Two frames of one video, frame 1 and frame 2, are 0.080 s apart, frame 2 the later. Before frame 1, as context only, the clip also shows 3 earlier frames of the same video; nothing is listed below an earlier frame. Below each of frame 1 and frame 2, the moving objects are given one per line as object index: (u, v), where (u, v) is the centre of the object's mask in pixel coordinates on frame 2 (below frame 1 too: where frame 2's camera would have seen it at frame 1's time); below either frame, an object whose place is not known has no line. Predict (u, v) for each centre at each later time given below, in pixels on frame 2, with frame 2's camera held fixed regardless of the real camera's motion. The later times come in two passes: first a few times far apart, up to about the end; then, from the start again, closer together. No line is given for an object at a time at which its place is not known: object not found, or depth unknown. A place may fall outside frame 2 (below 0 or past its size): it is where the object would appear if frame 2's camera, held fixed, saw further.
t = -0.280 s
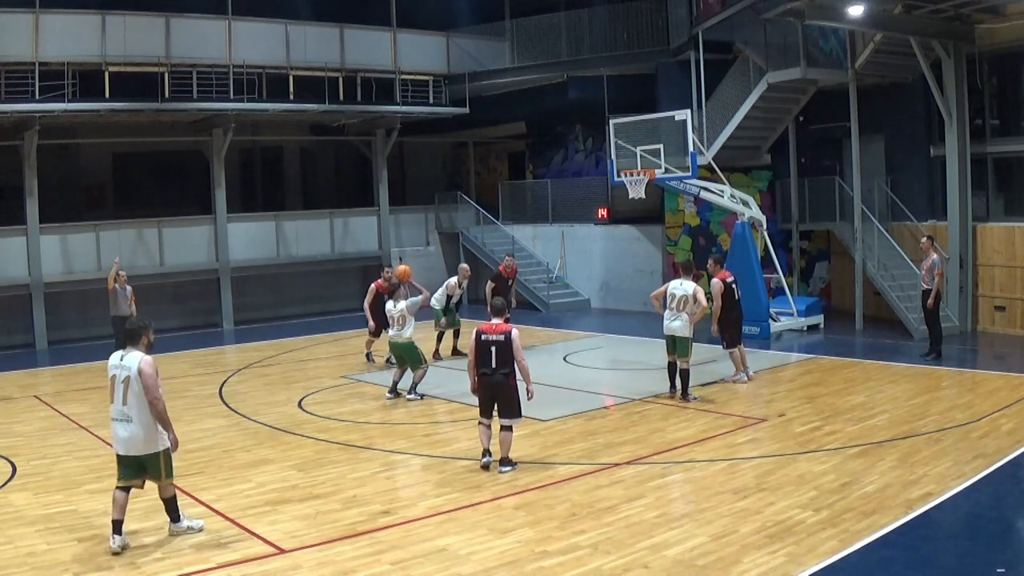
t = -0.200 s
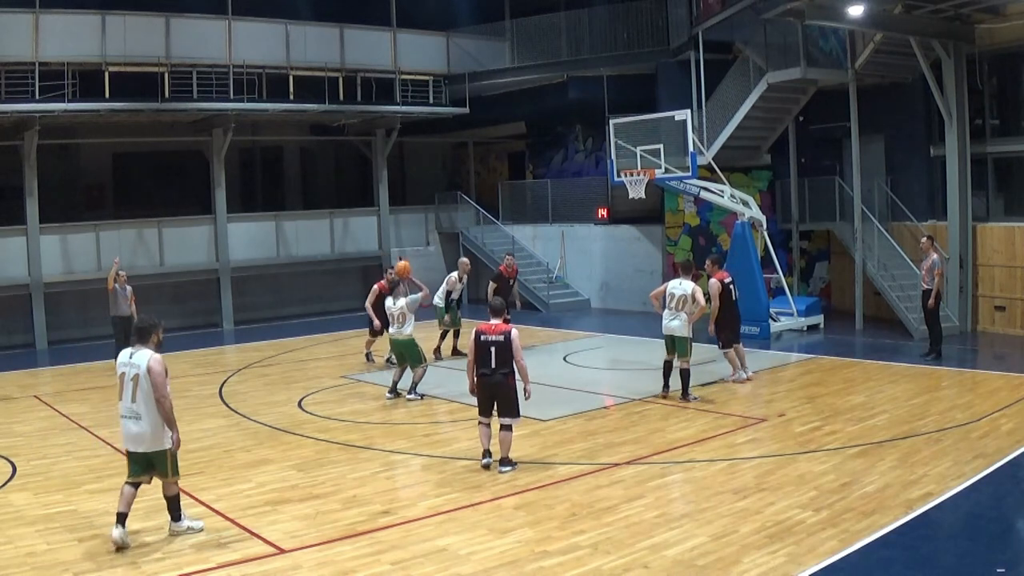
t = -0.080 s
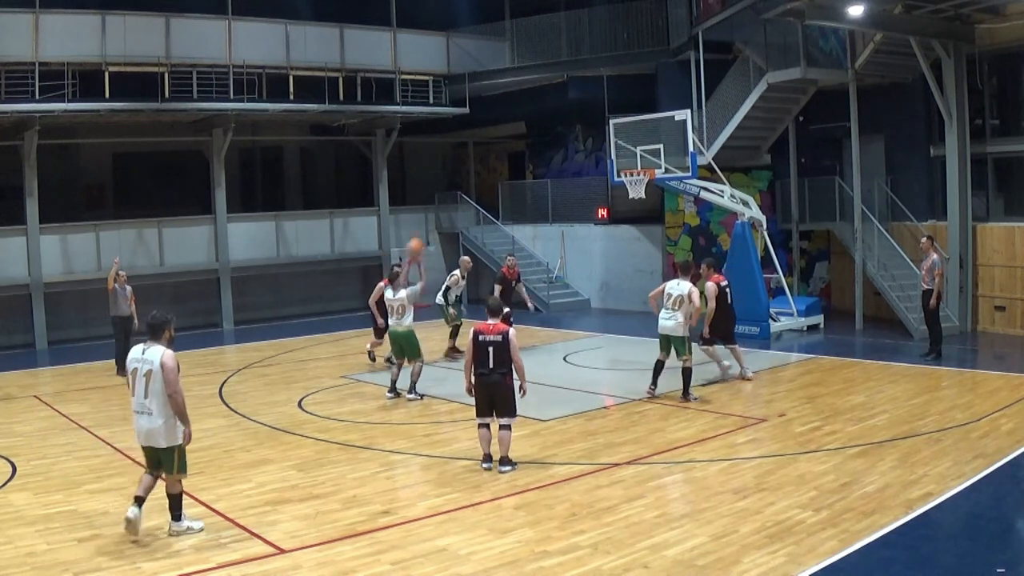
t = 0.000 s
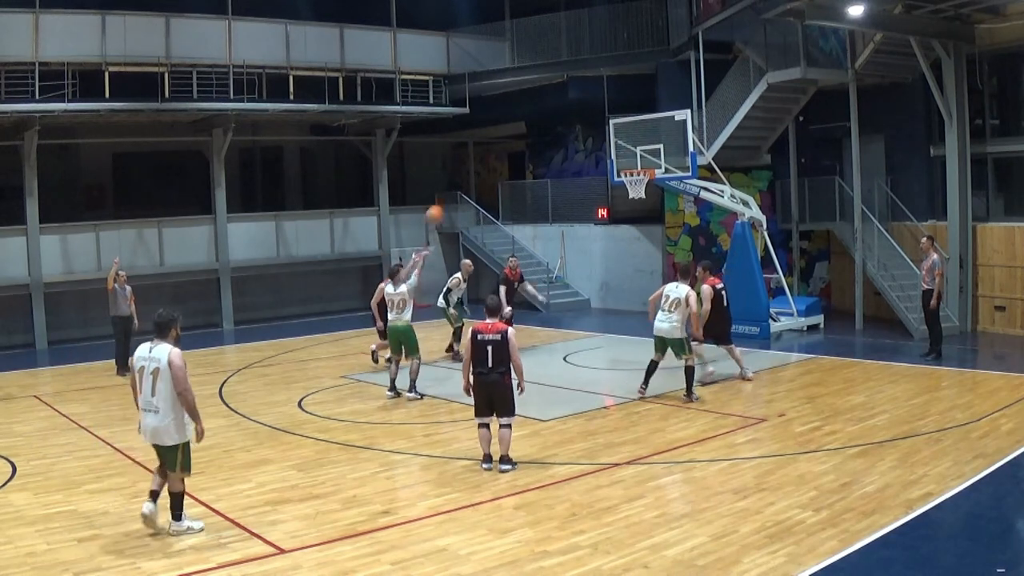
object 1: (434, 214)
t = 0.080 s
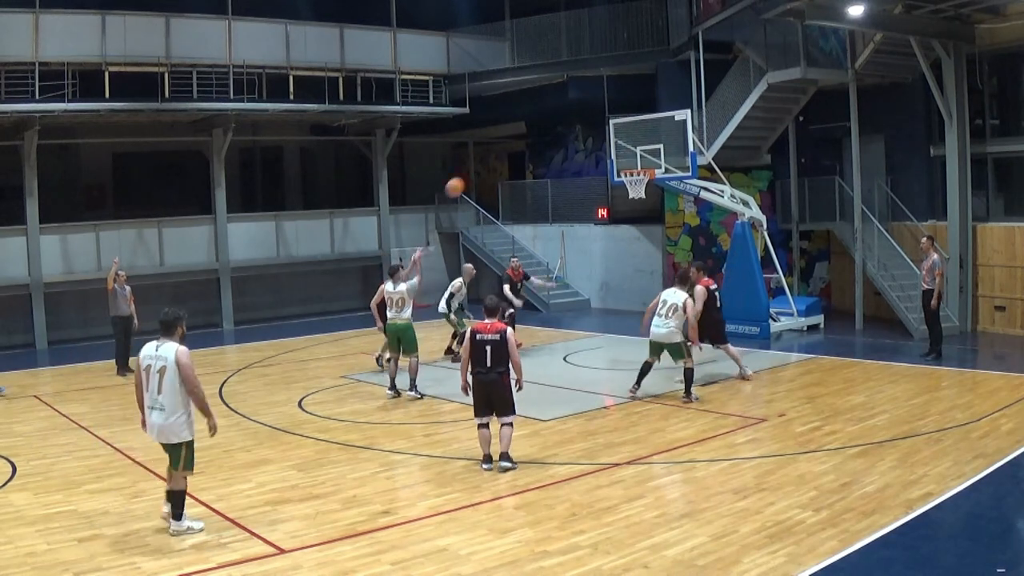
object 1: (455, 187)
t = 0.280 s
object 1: (504, 138)
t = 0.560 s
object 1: (568, 117)
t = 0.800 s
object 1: (621, 138)
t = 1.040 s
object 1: (641, 141)
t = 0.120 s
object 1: (465, 175)
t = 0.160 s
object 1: (474, 164)
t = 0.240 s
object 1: (494, 145)
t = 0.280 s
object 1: (504, 138)
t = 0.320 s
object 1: (514, 131)
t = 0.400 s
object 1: (532, 122)
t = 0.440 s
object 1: (542, 119)
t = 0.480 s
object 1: (551, 118)
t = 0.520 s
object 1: (560, 117)
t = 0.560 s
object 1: (568, 117)
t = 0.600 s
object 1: (577, 118)
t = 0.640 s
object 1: (586, 120)
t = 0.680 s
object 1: (595, 123)
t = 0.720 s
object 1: (602, 127)
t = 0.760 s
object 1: (612, 132)
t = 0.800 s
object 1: (621, 138)
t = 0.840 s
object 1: (629, 145)
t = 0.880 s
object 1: (636, 152)
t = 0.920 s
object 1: (645, 161)
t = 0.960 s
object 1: (645, 157)
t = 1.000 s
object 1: (643, 148)
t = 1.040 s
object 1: (641, 141)
